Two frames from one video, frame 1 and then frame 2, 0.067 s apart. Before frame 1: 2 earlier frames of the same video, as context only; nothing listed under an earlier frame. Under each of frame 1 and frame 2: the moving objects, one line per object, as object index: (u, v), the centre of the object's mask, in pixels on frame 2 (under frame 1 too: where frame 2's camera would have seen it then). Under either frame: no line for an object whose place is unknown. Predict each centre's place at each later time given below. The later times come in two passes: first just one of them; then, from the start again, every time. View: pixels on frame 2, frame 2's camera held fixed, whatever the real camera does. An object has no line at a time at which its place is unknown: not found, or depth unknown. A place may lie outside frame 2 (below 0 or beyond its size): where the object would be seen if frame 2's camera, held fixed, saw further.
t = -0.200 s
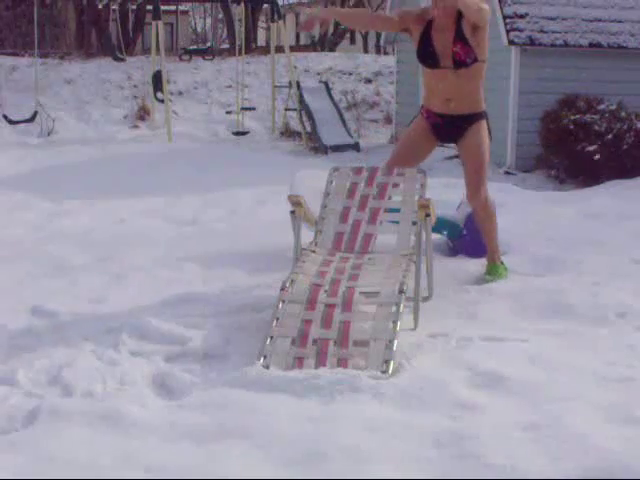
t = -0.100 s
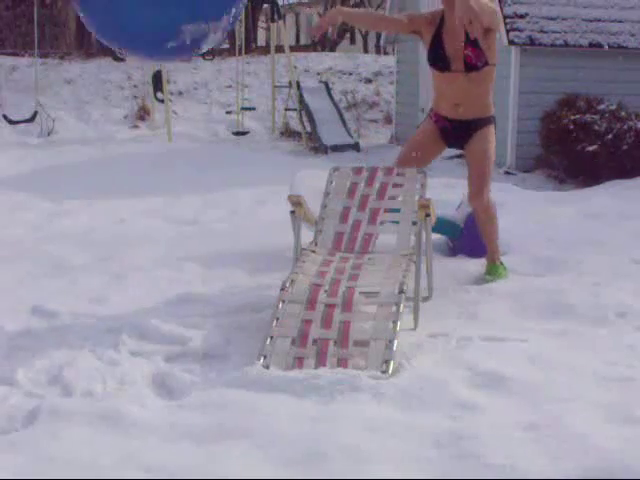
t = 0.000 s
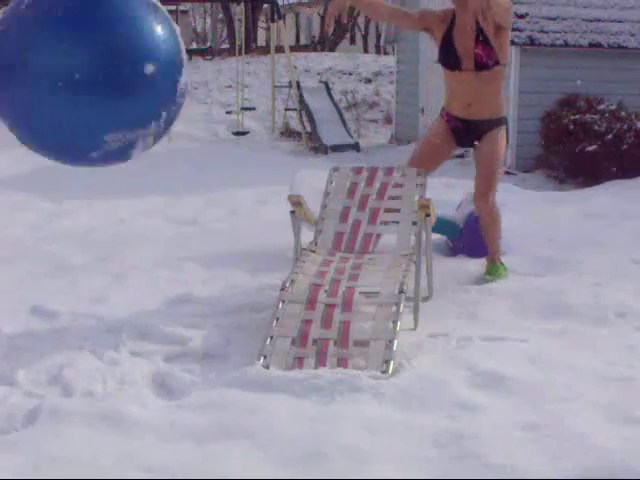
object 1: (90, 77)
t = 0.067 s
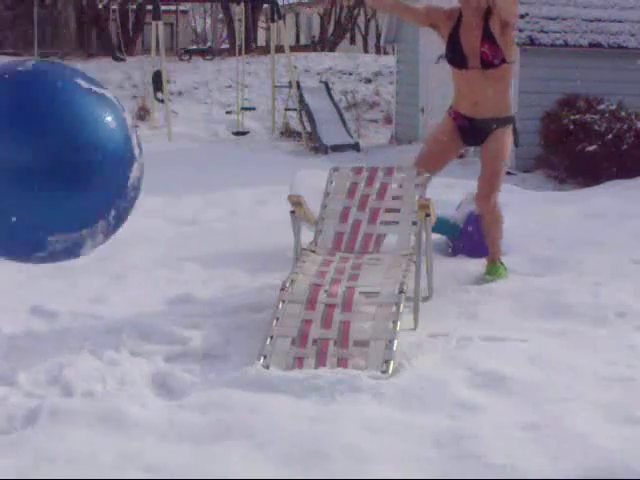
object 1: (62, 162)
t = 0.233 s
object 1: (21, 345)
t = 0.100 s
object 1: (51, 217)
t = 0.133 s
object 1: (40, 276)
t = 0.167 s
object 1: (29, 341)
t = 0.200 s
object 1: (22, 379)
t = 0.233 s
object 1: (21, 345)
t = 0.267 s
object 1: (19, 318)
